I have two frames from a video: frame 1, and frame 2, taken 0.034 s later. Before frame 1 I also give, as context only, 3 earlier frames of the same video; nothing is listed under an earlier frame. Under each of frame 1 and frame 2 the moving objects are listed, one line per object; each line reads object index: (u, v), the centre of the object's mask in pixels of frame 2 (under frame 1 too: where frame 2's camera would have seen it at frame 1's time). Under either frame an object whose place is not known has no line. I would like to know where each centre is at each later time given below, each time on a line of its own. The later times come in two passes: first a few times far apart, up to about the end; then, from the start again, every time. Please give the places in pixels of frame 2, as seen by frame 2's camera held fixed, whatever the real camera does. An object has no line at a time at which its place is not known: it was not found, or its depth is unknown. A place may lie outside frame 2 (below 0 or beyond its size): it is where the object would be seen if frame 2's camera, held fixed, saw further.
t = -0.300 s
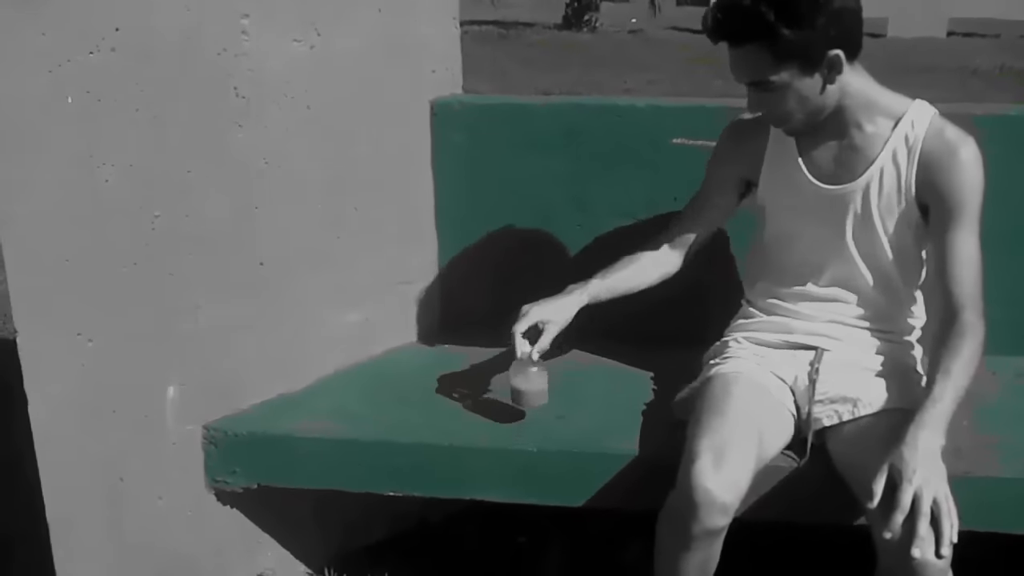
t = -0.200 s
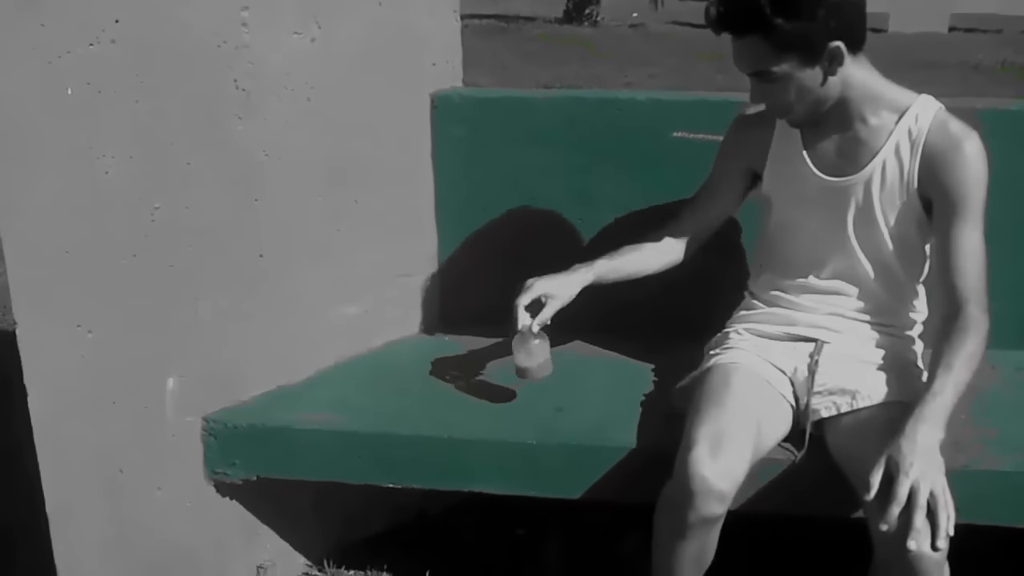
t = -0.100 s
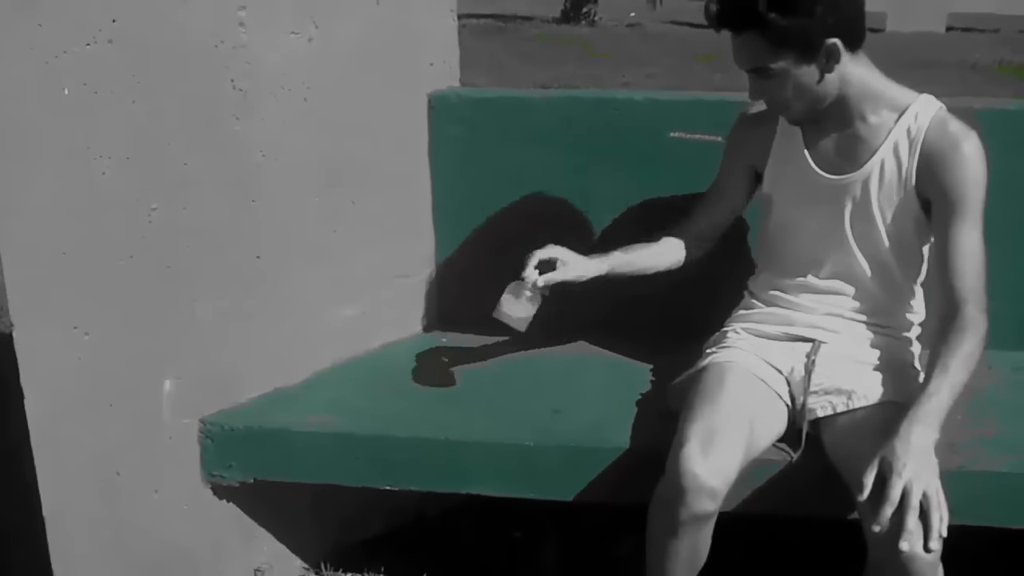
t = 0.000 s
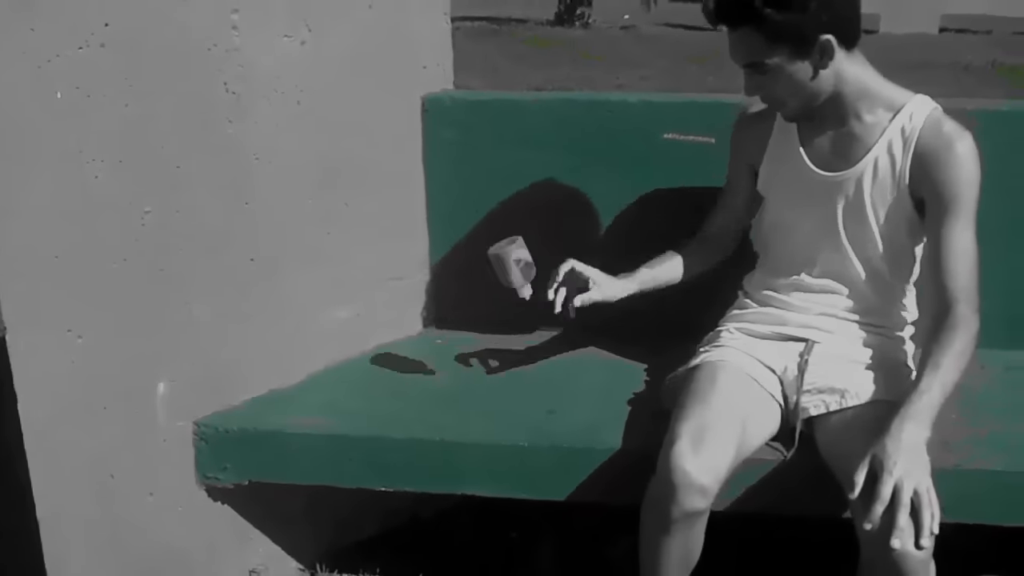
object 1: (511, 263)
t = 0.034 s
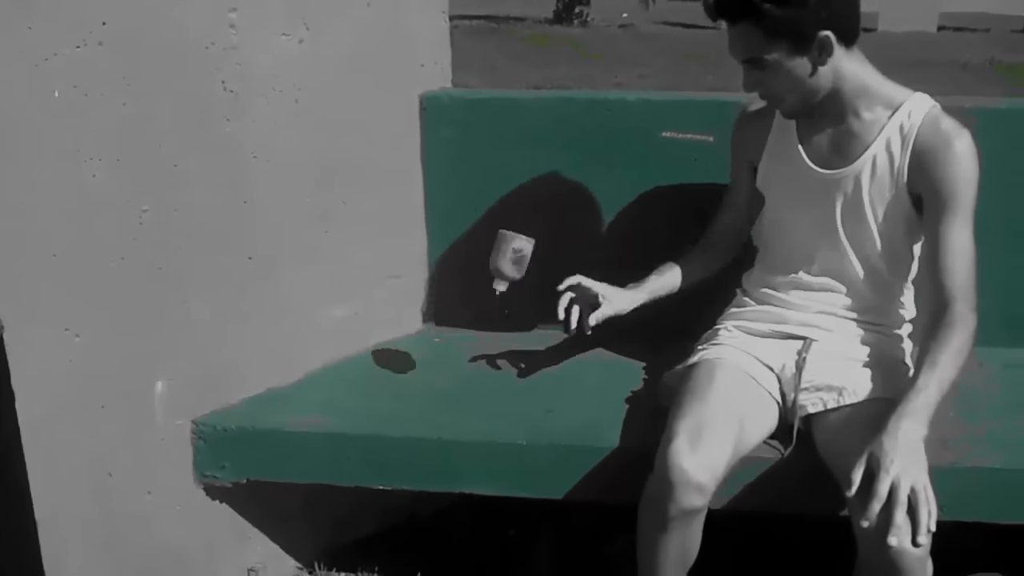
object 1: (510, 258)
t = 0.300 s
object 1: (510, 378)
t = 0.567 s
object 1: (484, 381)
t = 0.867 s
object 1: (483, 379)
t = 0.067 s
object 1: (509, 256)
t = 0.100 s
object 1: (508, 260)
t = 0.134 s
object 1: (509, 269)
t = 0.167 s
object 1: (509, 285)
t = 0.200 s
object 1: (511, 307)
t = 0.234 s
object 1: (511, 337)
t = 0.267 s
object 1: (510, 370)
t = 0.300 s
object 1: (510, 378)
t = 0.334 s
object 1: (503, 376)
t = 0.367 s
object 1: (499, 378)
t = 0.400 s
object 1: (494, 379)
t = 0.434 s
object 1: (489, 381)
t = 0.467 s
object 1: (485, 381)
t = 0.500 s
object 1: (483, 382)
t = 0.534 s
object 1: (483, 381)
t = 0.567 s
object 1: (484, 381)
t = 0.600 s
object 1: (484, 380)
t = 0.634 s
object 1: (484, 380)
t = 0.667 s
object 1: (484, 380)
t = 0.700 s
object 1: (483, 380)
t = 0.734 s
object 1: (483, 380)
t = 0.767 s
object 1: (483, 379)
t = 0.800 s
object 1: (484, 379)
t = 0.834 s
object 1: (484, 379)
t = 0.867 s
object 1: (483, 379)
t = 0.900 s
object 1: (483, 379)
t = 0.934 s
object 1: (483, 380)
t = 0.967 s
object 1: (482, 380)
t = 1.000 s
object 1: (481, 380)
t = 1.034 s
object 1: (482, 380)
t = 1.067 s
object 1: (483, 380)
